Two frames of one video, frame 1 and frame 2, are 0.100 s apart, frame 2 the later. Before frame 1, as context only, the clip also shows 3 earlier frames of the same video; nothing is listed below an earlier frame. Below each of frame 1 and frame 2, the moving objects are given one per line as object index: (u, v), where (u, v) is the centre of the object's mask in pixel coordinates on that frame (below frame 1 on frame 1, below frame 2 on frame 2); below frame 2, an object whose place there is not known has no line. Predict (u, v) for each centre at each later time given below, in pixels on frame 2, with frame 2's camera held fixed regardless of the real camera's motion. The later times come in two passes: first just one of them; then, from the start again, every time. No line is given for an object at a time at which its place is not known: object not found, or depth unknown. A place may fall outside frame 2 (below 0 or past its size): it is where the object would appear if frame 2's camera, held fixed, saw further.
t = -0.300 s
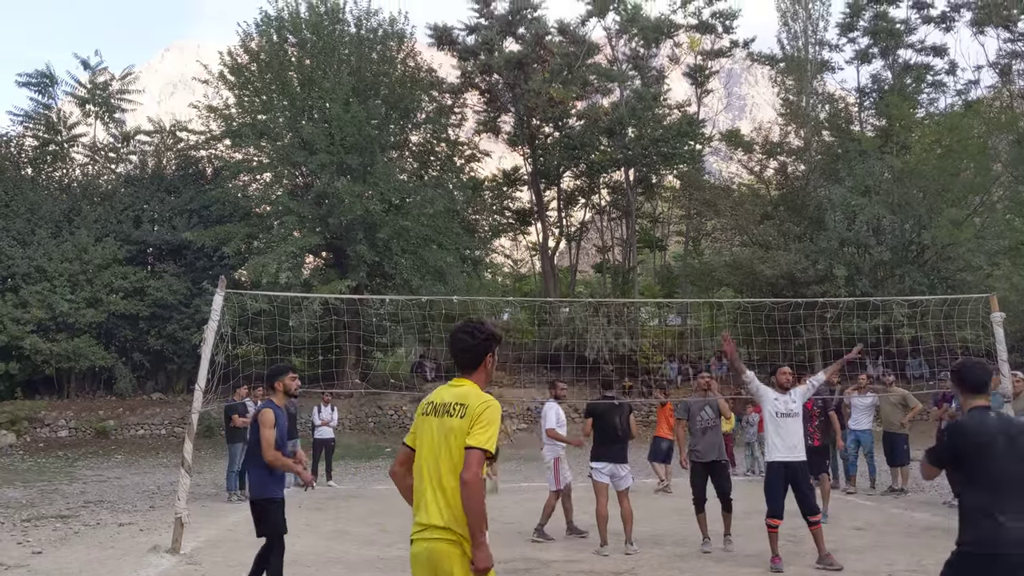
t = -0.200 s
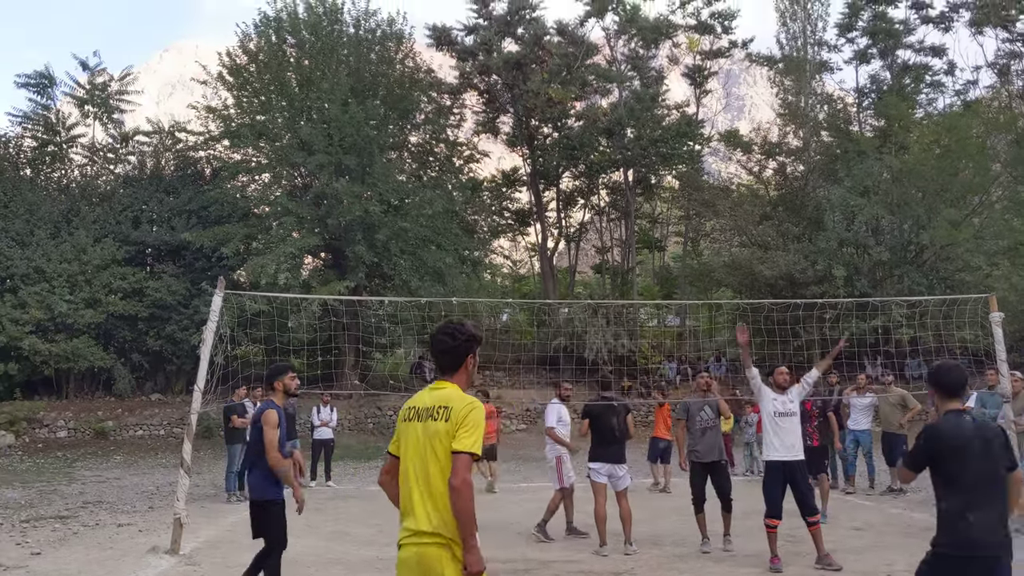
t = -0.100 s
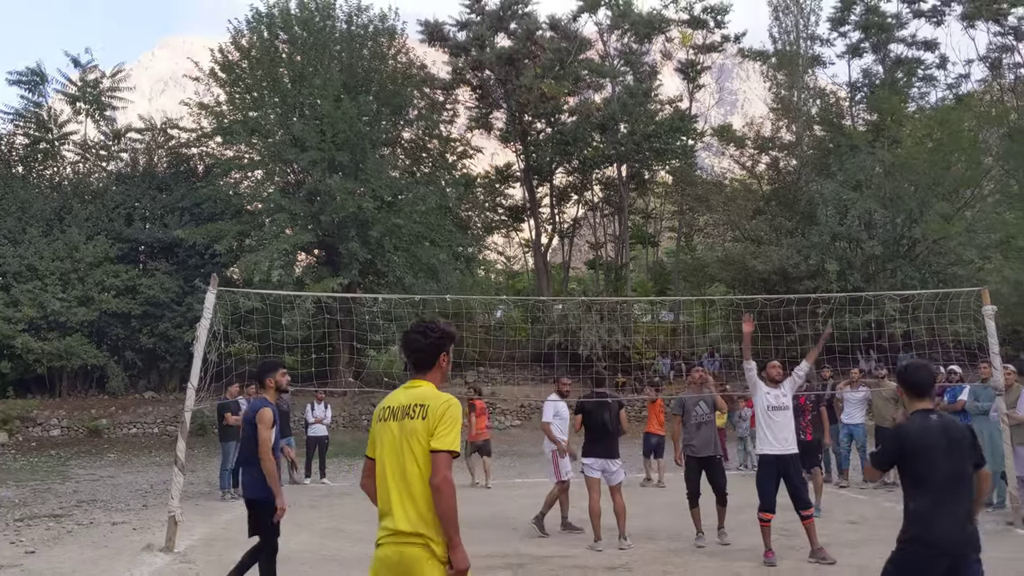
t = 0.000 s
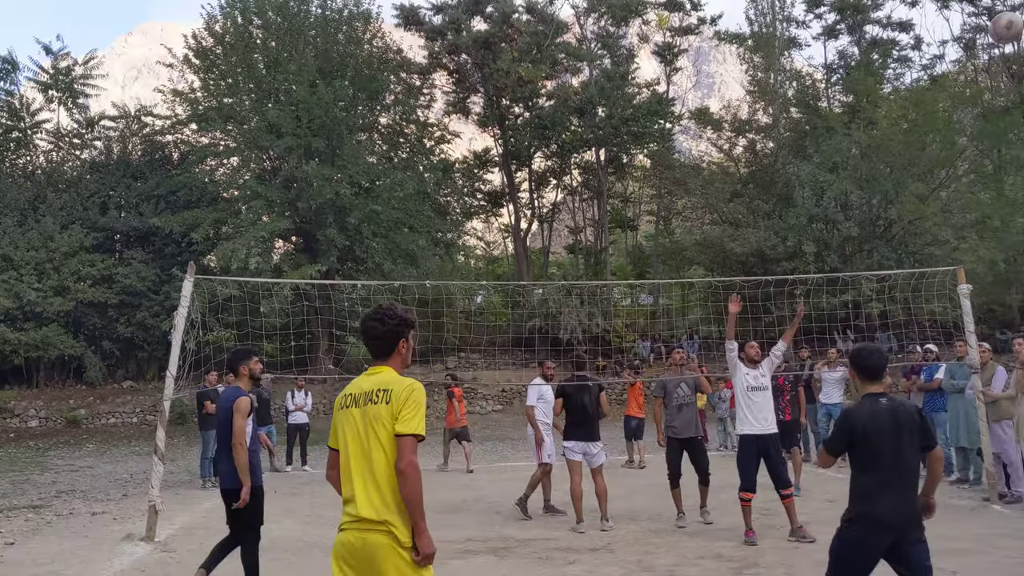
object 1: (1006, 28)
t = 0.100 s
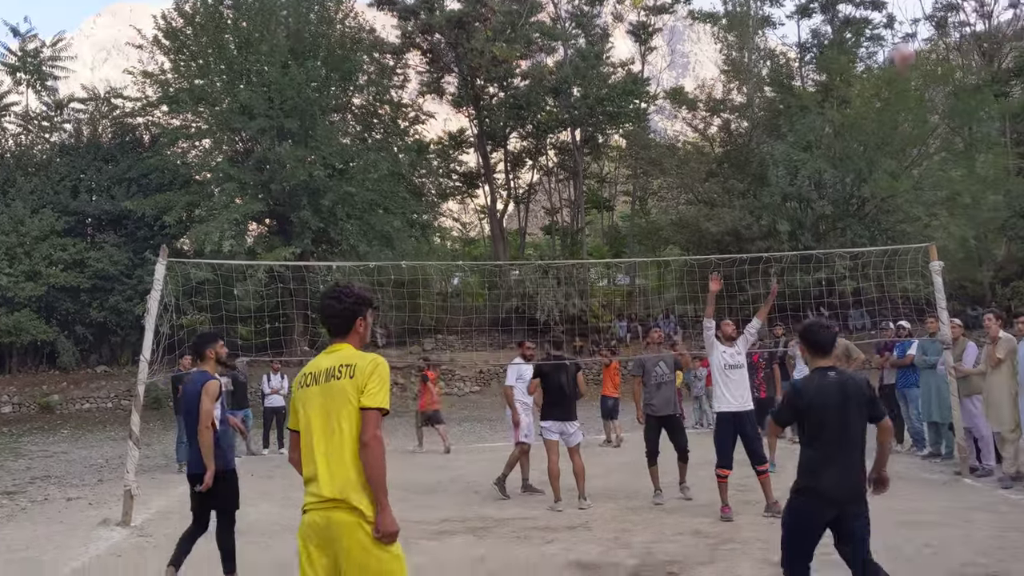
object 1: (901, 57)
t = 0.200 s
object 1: (835, 107)
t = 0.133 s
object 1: (878, 73)
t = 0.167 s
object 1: (857, 91)
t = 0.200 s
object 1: (835, 107)
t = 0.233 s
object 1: (819, 124)
